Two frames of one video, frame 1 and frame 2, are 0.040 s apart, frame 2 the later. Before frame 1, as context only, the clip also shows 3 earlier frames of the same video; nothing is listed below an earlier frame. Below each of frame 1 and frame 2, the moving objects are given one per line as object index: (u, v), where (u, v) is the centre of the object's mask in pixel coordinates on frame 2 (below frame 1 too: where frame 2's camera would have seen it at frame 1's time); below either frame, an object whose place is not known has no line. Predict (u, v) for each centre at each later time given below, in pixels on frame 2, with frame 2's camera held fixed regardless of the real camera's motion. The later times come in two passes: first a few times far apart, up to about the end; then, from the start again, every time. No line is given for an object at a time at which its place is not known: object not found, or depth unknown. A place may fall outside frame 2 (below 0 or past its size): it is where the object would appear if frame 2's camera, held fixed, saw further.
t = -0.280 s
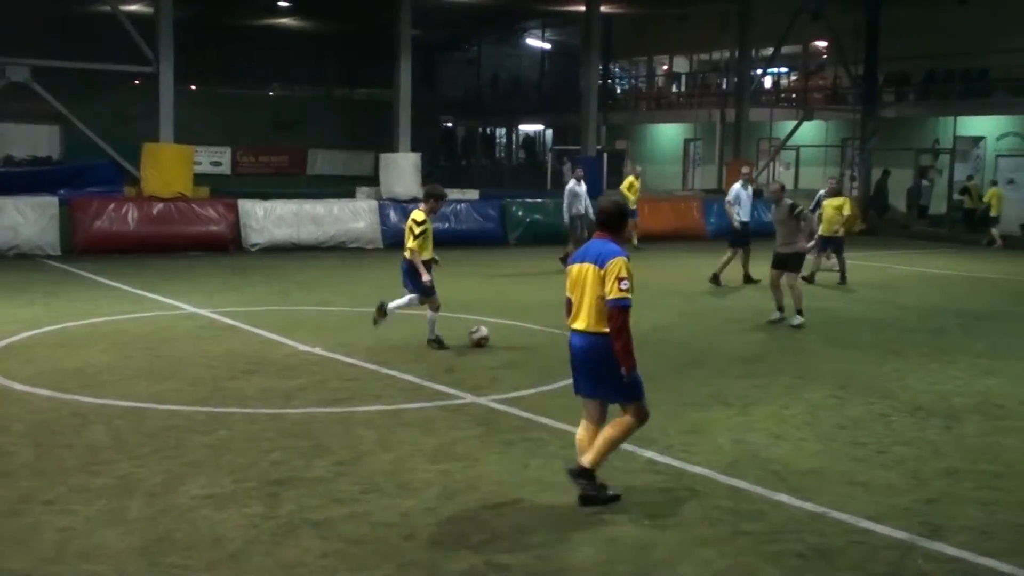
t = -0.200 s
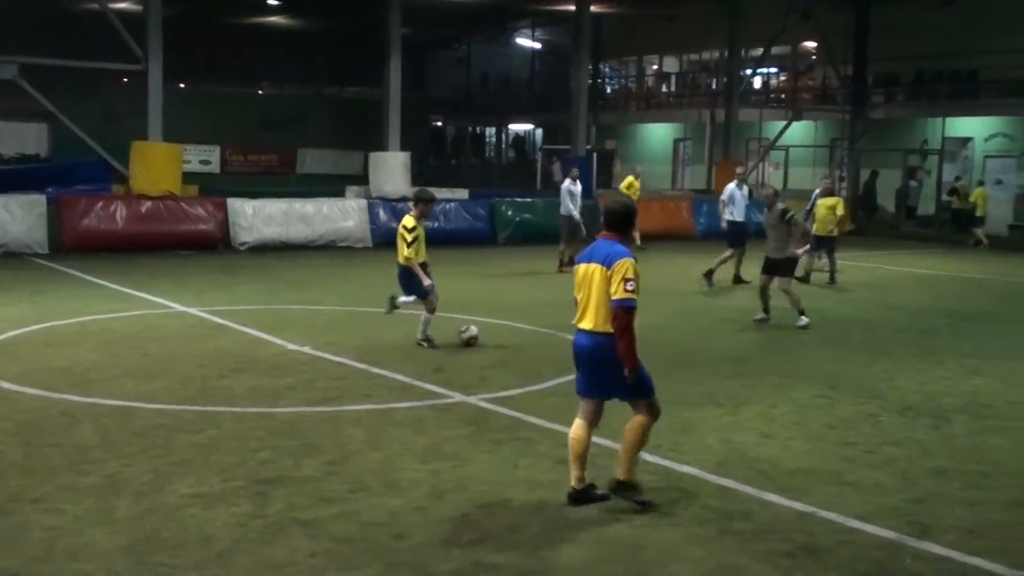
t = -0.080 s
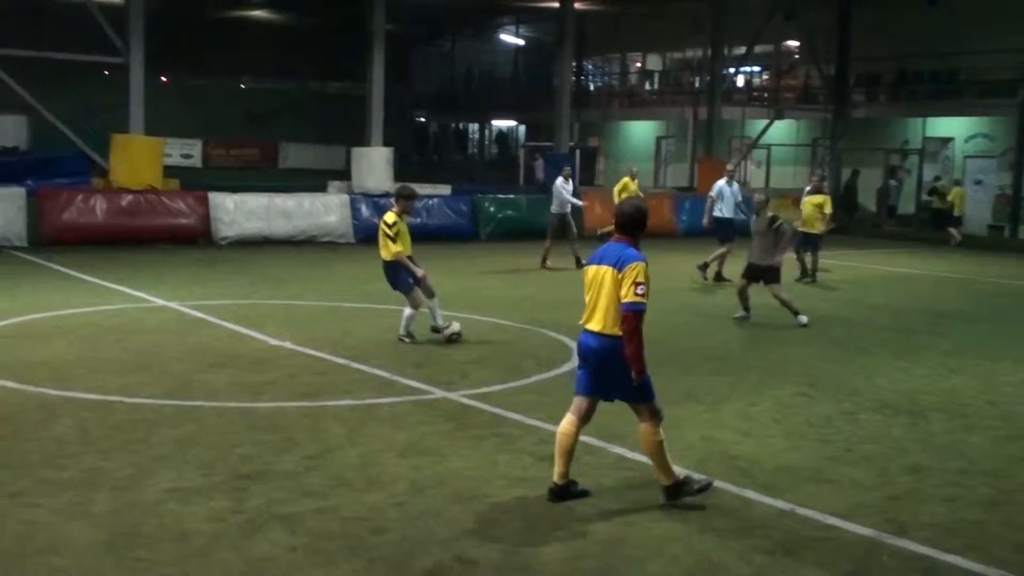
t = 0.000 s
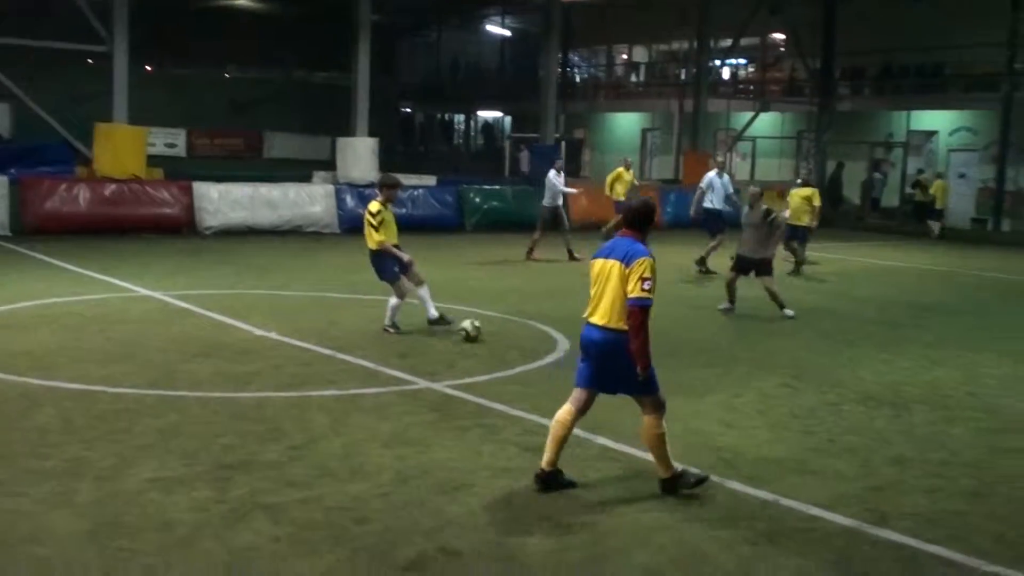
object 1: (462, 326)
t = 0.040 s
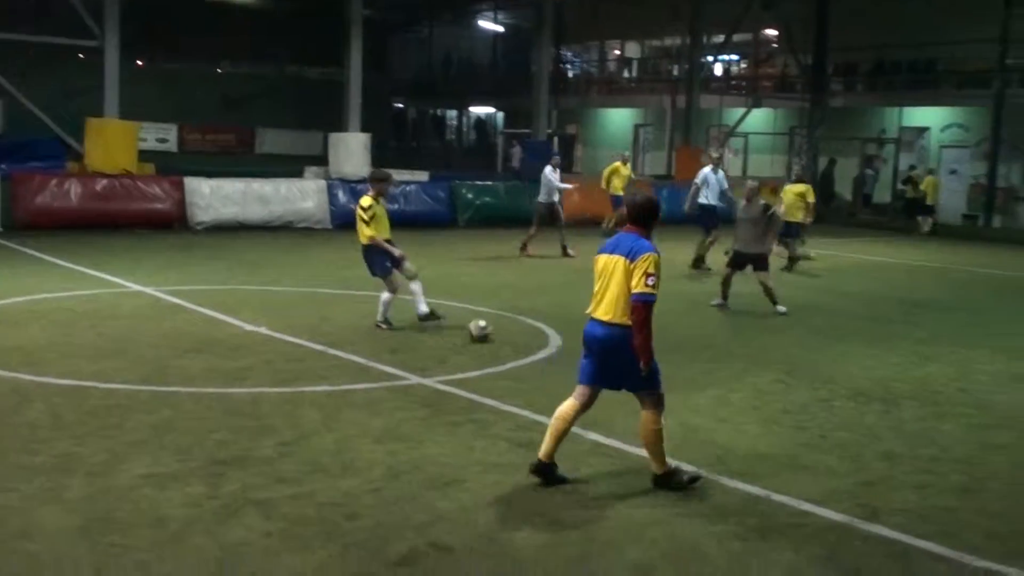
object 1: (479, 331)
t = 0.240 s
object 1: (564, 352)
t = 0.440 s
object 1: (646, 373)
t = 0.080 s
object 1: (497, 334)
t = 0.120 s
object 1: (513, 339)
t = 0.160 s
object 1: (530, 343)
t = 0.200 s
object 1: (547, 348)
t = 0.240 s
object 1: (564, 352)
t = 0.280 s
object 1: (581, 356)
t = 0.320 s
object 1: (597, 360)
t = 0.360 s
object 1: (613, 364)
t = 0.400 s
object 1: (629, 369)
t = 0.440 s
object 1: (646, 373)
